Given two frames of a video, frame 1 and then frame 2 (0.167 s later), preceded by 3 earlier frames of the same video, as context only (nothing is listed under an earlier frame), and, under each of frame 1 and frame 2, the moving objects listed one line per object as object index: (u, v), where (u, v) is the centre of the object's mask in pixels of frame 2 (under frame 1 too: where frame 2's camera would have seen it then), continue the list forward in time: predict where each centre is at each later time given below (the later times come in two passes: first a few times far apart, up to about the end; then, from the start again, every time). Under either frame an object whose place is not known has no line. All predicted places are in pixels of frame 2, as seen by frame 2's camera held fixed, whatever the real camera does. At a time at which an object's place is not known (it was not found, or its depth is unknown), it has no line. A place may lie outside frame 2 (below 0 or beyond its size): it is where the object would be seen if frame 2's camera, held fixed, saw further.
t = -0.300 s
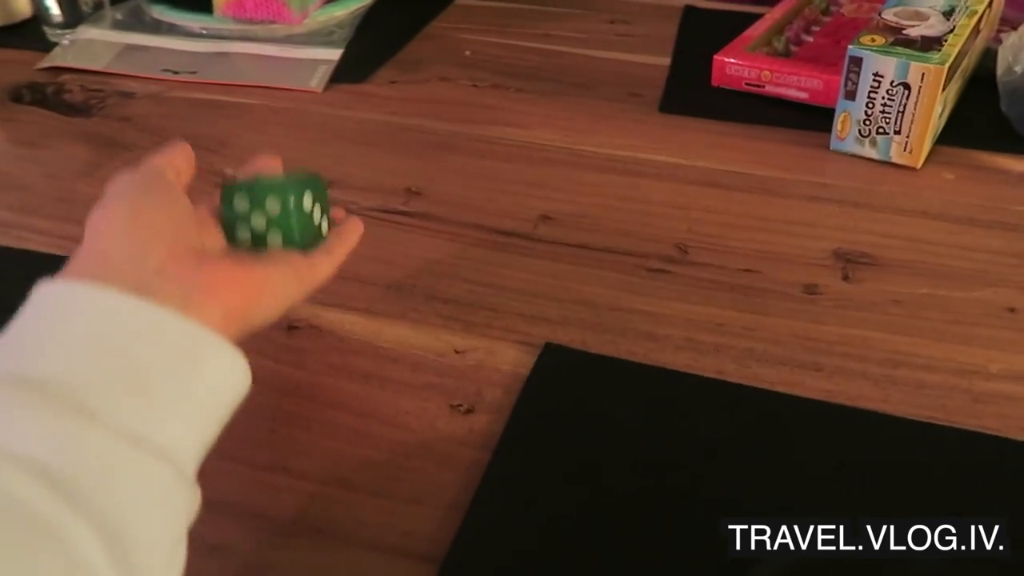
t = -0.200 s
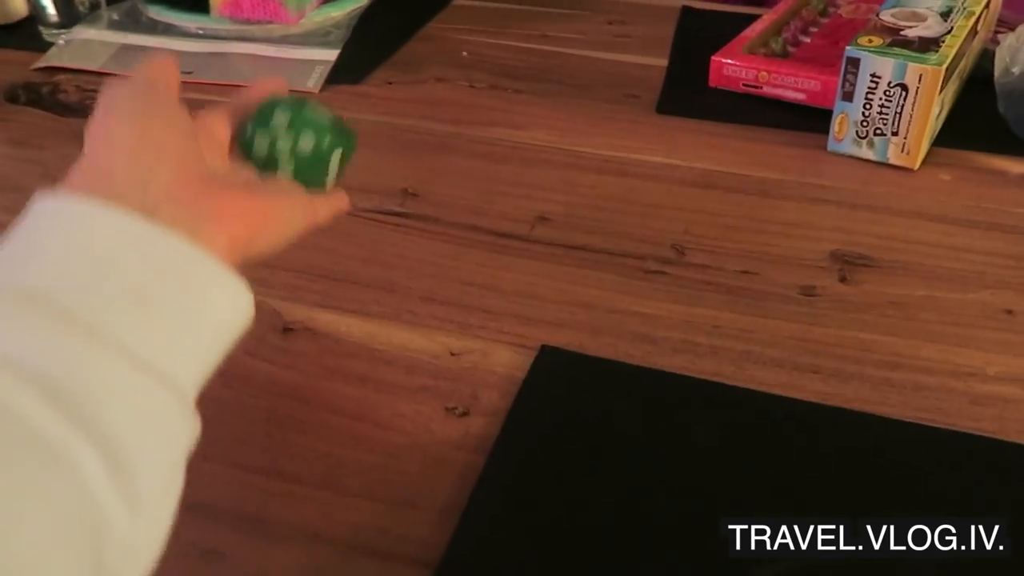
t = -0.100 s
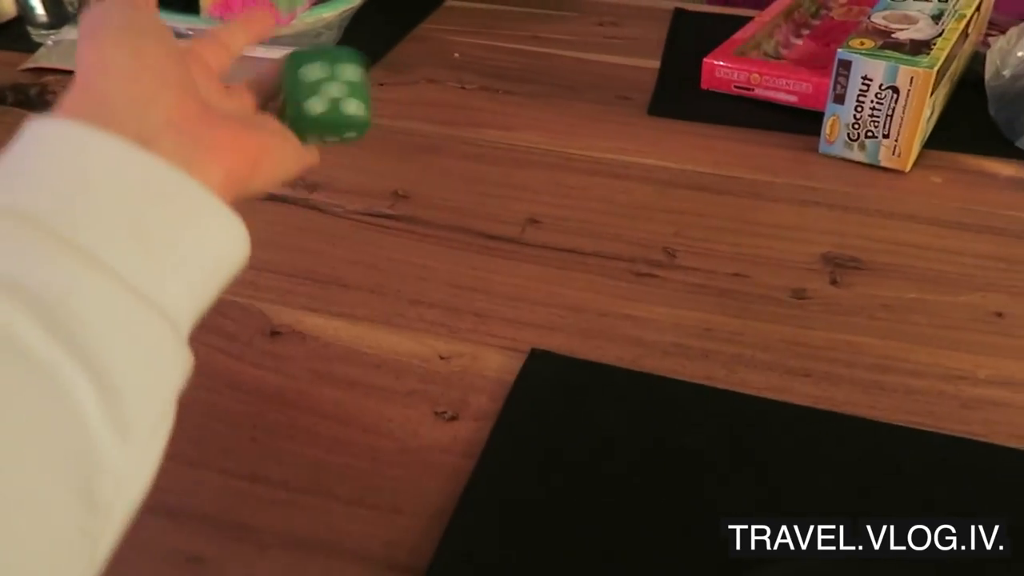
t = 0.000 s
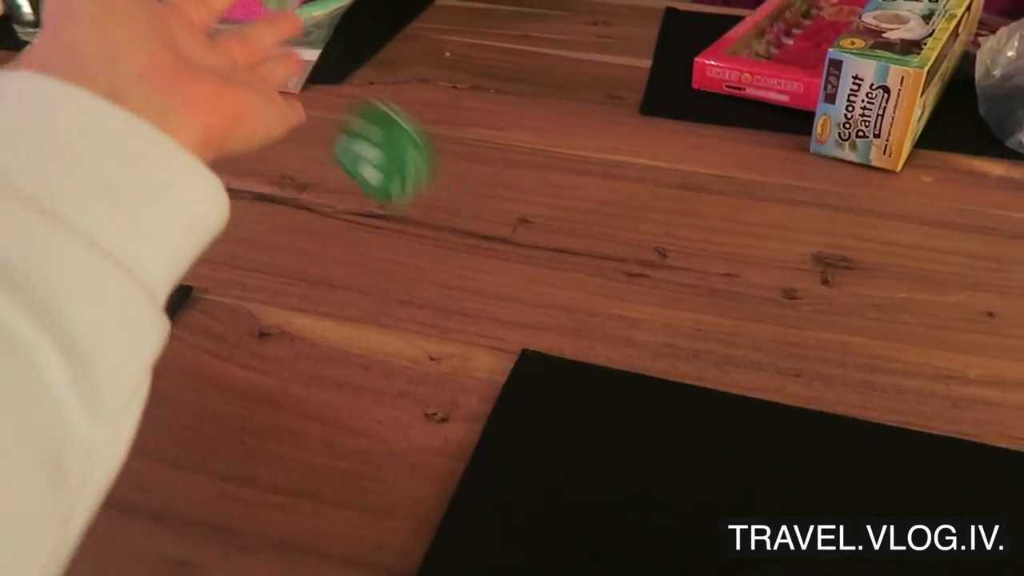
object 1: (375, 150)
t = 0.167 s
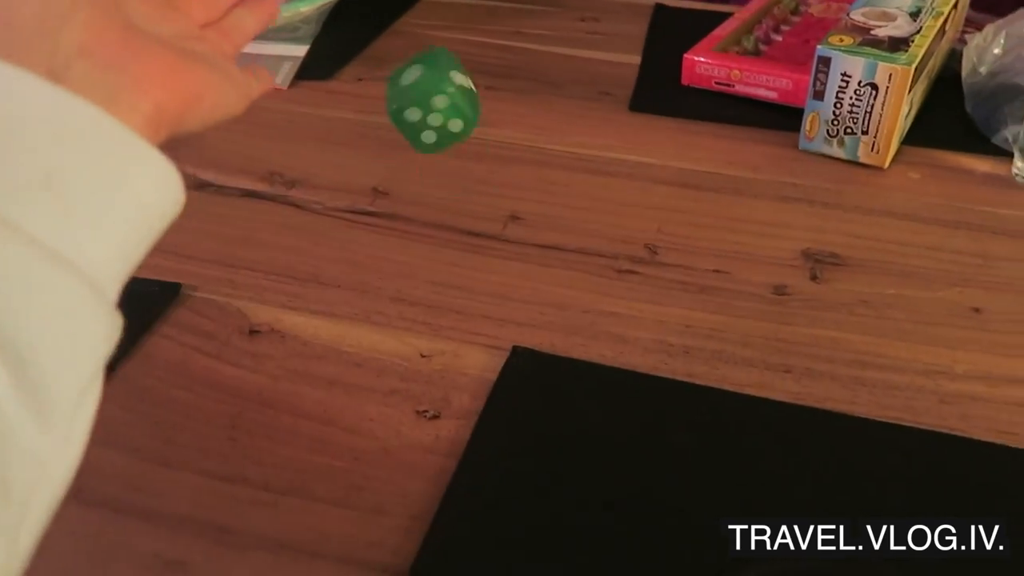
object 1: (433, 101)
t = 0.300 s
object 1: (468, 205)
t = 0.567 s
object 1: (526, 312)
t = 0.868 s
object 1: (532, 351)
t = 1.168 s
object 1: (530, 340)
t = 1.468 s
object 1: (531, 342)
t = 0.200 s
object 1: (441, 113)
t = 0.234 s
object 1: (451, 147)
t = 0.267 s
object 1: (460, 198)
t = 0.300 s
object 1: (468, 205)
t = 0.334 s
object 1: (478, 212)
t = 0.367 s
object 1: (489, 245)
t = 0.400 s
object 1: (502, 264)
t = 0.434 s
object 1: (511, 268)
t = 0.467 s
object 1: (519, 294)
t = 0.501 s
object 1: (524, 308)
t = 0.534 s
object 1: (525, 302)
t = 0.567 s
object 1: (526, 312)
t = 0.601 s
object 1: (526, 319)
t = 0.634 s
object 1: (525, 328)
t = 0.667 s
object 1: (525, 341)
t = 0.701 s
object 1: (532, 347)
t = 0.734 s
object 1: (539, 350)
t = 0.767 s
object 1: (542, 351)
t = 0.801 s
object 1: (541, 352)
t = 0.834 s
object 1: (538, 352)
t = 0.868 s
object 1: (532, 351)
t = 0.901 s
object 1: (528, 347)
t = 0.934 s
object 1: (530, 343)
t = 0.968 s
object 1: (532, 336)
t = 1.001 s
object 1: (532, 334)
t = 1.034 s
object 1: (531, 338)
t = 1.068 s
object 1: (529, 343)
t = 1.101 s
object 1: (530, 344)
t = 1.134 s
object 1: (532, 343)
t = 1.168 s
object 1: (530, 340)
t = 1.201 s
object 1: (528, 341)
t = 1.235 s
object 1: (531, 343)
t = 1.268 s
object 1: (534, 341)
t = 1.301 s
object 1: (532, 342)
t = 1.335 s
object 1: (529, 342)
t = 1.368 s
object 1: (531, 342)
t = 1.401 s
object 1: (532, 342)
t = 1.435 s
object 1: (531, 342)
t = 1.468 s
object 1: (531, 342)
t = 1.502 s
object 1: (531, 342)
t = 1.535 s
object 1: (531, 342)
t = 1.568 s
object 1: (531, 342)
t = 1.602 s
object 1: (531, 342)
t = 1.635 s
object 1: (531, 342)
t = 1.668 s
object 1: (531, 342)
